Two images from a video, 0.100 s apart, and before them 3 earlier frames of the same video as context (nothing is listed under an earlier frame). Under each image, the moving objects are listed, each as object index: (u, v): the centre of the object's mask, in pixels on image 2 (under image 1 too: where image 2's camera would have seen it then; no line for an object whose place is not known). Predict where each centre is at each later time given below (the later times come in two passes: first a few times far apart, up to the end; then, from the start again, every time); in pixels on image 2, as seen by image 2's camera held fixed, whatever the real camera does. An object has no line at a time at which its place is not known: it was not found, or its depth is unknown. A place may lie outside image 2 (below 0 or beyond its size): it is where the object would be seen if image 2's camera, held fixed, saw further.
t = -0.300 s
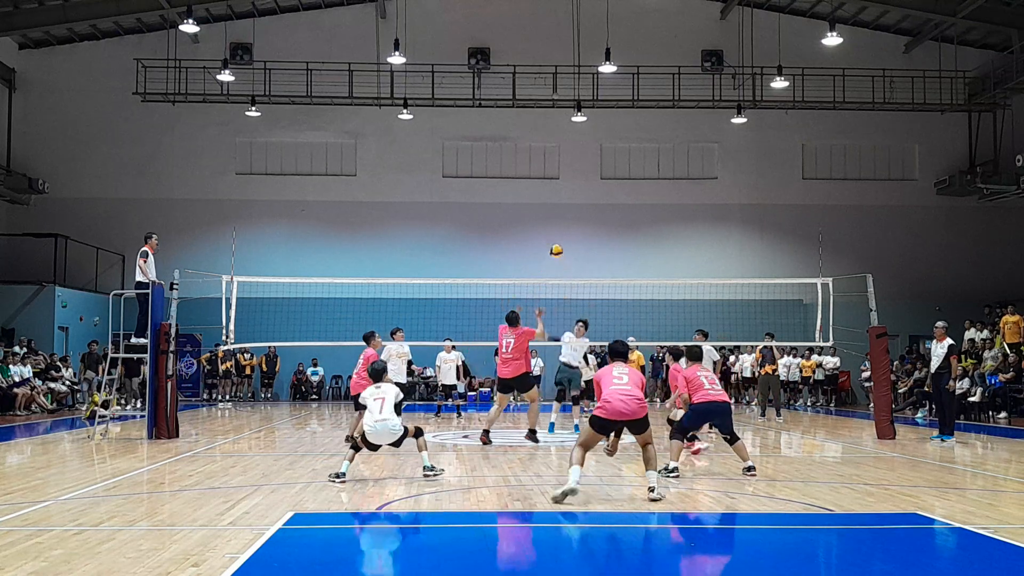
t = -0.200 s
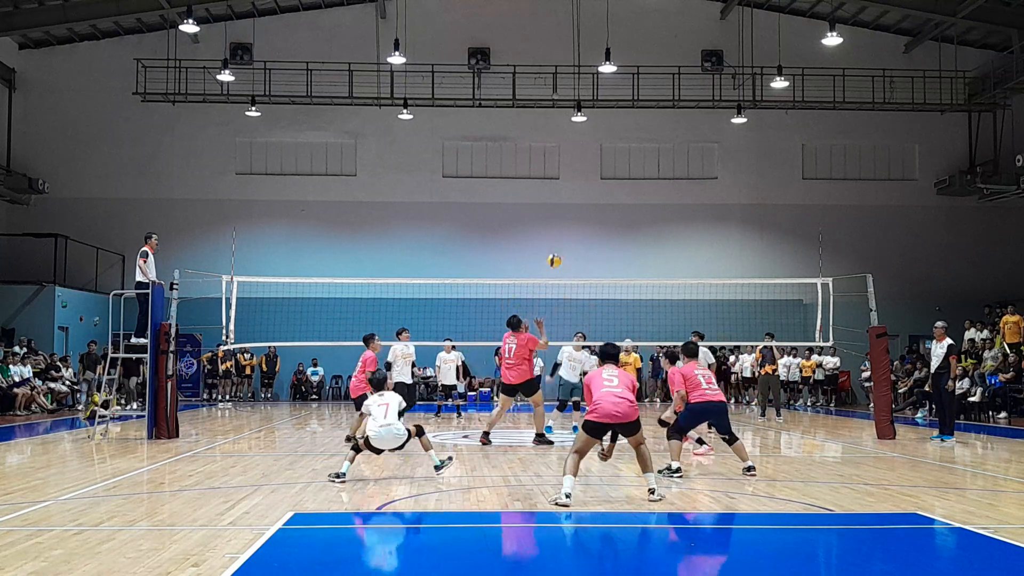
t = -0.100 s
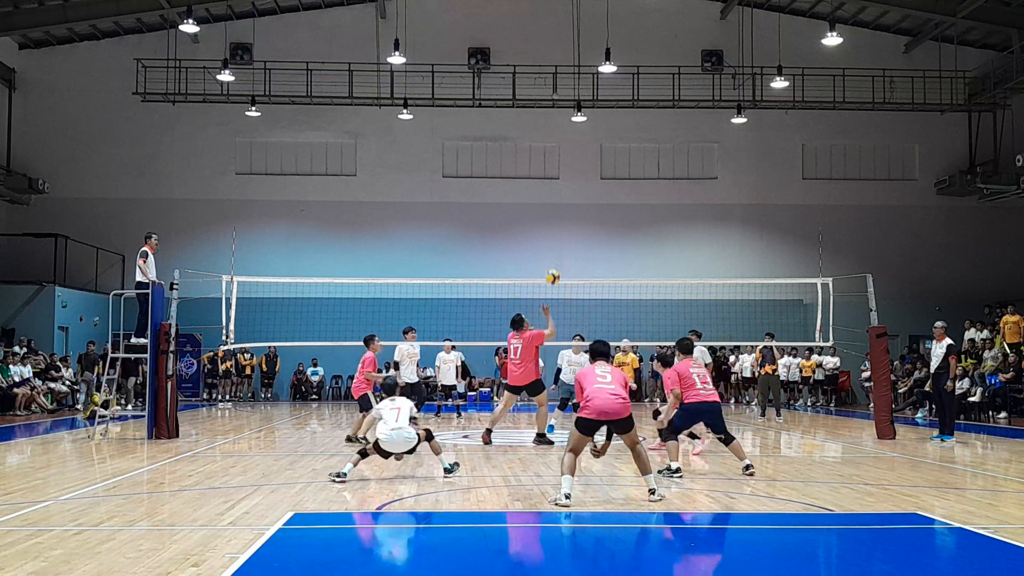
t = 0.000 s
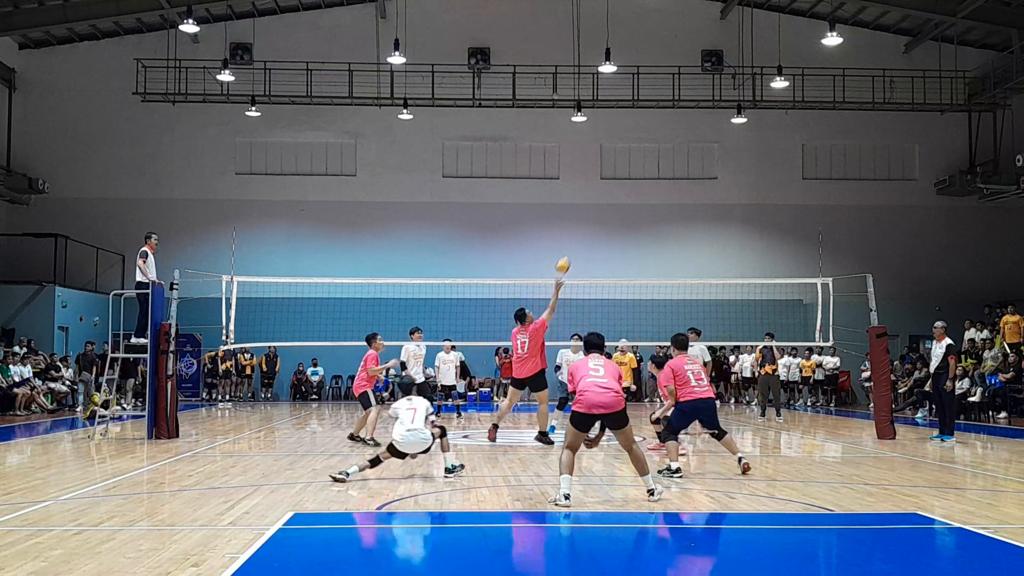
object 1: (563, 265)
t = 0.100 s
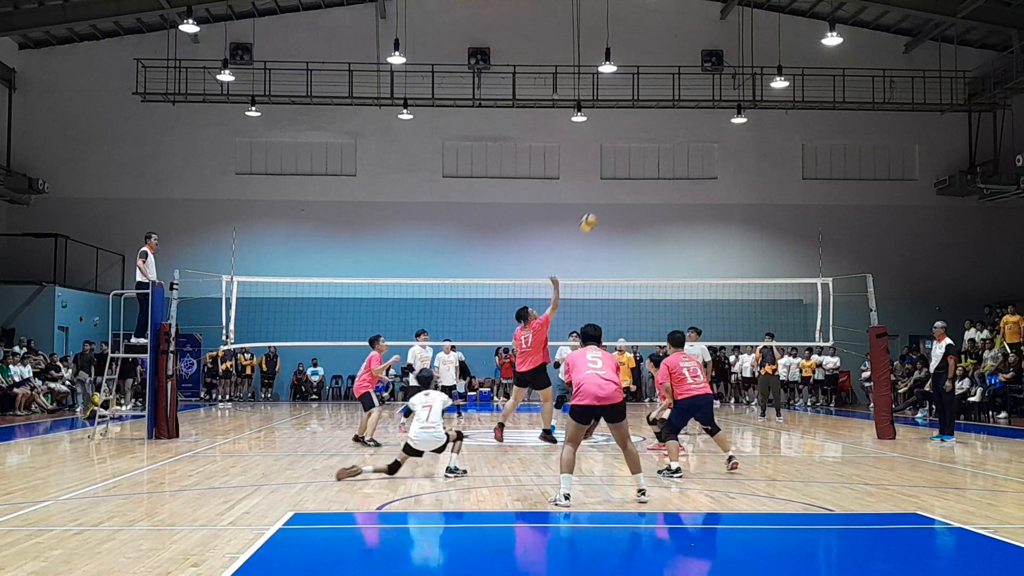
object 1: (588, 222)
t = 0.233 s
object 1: (622, 175)
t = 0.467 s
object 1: (682, 120)
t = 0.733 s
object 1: (752, 104)
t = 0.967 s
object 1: (815, 130)
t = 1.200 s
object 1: (876, 198)
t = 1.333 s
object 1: (912, 255)
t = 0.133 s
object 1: (596, 210)
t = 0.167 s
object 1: (605, 197)
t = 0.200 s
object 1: (614, 186)
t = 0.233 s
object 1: (622, 175)
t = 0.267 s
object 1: (630, 165)
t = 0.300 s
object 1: (638, 156)
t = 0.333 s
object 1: (648, 147)
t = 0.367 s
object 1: (656, 139)
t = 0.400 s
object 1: (664, 132)
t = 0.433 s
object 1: (673, 126)
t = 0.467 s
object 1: (682, 120)
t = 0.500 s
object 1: (691, 115)
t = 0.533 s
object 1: (700, 111)
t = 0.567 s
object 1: (708, 108)
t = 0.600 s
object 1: (717, 105)
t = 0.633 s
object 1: (726, 104)
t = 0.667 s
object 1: (735, 103)
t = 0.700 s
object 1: (744, 103)
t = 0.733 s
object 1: (752, 104)
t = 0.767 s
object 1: (761, 104)
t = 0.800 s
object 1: (770, 107)
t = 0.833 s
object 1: (779, 110)
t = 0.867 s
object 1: (788, 114)
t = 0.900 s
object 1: (797, 118)
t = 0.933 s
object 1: (806, 124)
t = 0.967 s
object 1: (815, 130)
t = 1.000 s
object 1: (823, 137)
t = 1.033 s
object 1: (832, 145)
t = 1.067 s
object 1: (841, 154)
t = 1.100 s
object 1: (850, 164)
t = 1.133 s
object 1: (859, 174)
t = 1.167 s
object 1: (868, 185)
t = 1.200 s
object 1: (876, 198)
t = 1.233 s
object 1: (885, 211)
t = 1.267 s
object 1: (894, 224)
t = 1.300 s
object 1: (903, 239)
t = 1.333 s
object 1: (912, 255)
